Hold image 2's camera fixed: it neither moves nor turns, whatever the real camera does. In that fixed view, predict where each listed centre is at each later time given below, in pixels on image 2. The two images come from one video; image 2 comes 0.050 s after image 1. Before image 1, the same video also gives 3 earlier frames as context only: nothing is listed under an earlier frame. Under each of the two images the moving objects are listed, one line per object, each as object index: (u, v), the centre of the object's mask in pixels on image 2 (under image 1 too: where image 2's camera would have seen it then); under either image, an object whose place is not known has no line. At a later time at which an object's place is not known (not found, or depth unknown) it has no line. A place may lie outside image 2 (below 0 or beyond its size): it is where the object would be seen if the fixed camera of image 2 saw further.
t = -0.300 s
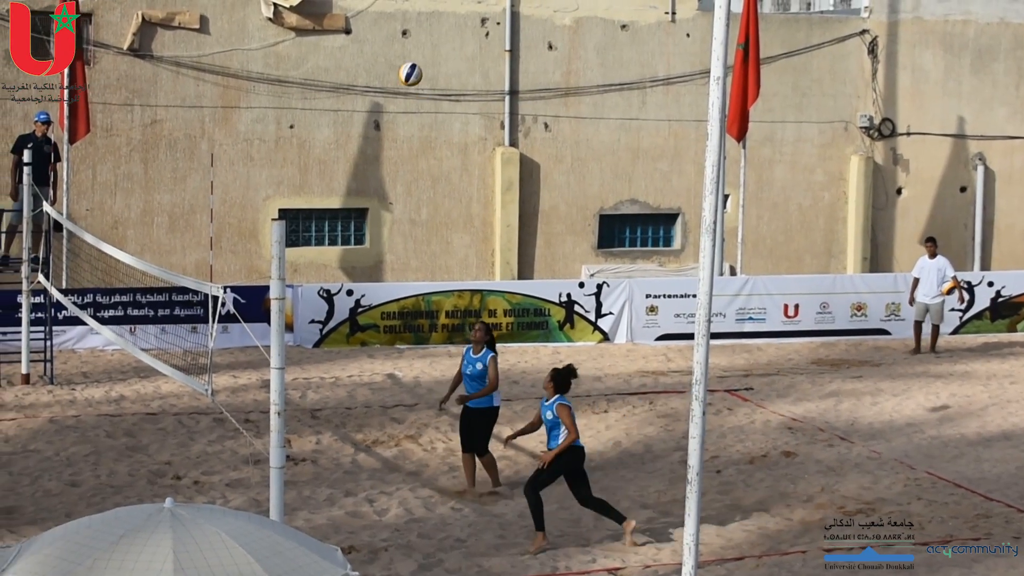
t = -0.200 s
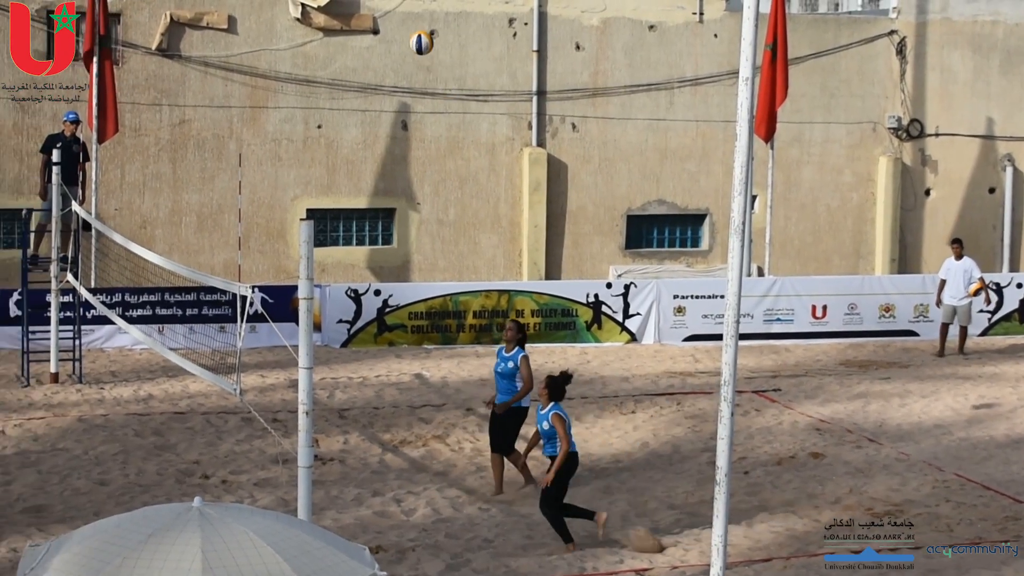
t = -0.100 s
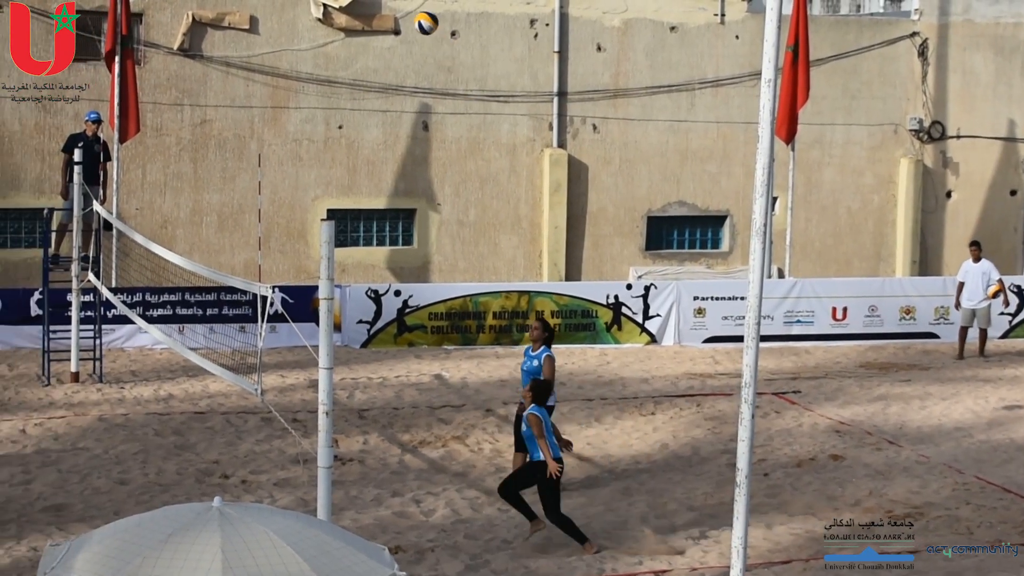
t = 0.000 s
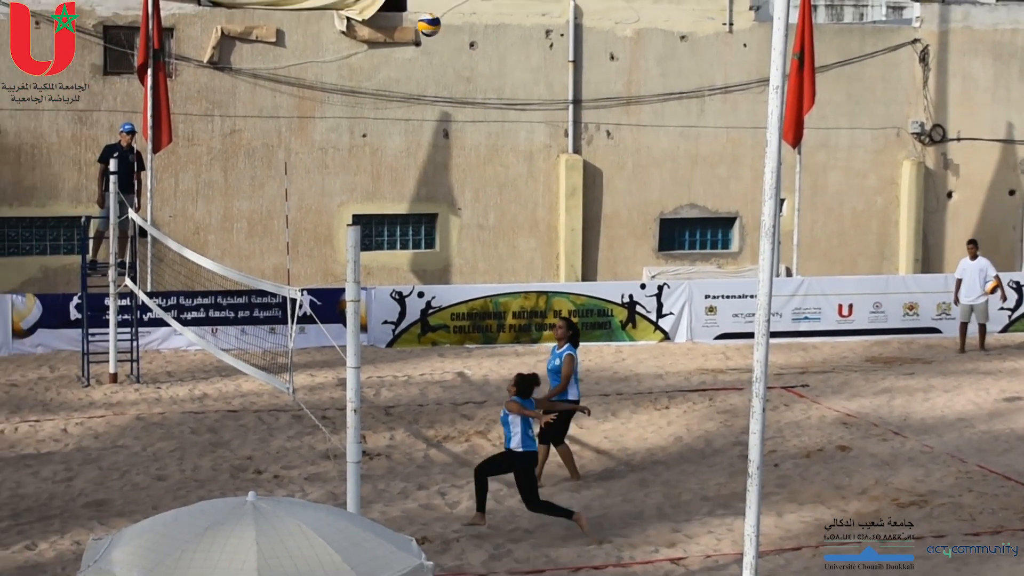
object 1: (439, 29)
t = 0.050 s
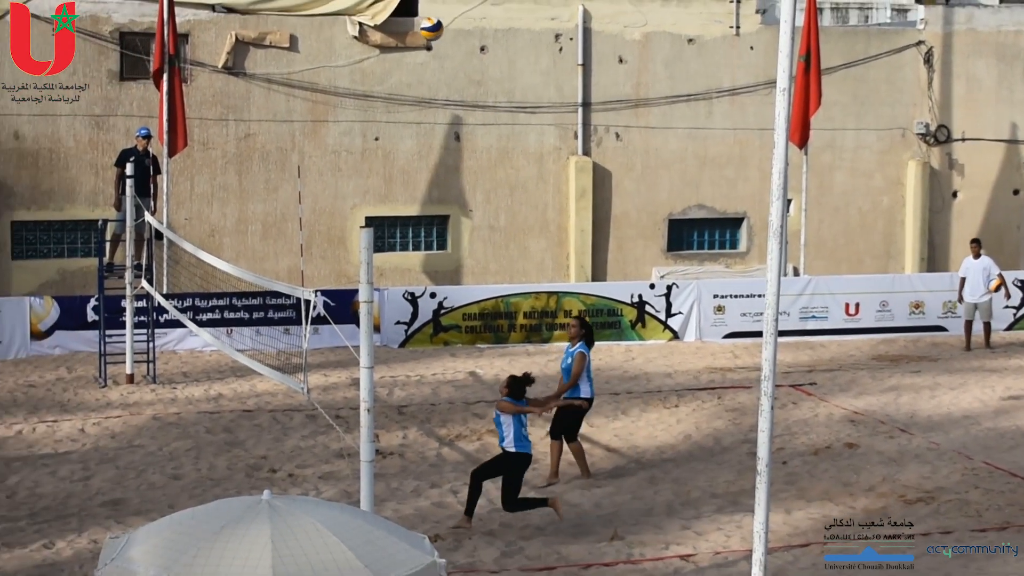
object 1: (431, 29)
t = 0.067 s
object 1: (429, 29)
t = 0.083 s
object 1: (426, 29)
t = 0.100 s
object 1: (424, 30)
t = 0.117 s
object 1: (422, 32)
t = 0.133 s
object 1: (419, 33)
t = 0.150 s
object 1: (417, 35)
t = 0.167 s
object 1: (413, 38)
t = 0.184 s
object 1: (411, 40)
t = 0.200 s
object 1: (409, 43)
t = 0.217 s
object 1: (406, 47)
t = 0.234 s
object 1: (403, 50)
